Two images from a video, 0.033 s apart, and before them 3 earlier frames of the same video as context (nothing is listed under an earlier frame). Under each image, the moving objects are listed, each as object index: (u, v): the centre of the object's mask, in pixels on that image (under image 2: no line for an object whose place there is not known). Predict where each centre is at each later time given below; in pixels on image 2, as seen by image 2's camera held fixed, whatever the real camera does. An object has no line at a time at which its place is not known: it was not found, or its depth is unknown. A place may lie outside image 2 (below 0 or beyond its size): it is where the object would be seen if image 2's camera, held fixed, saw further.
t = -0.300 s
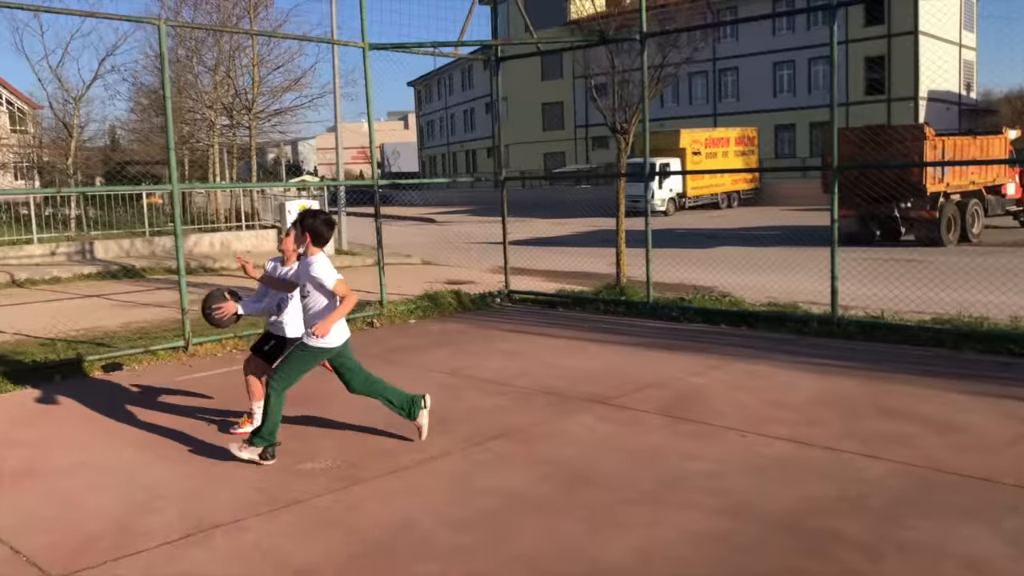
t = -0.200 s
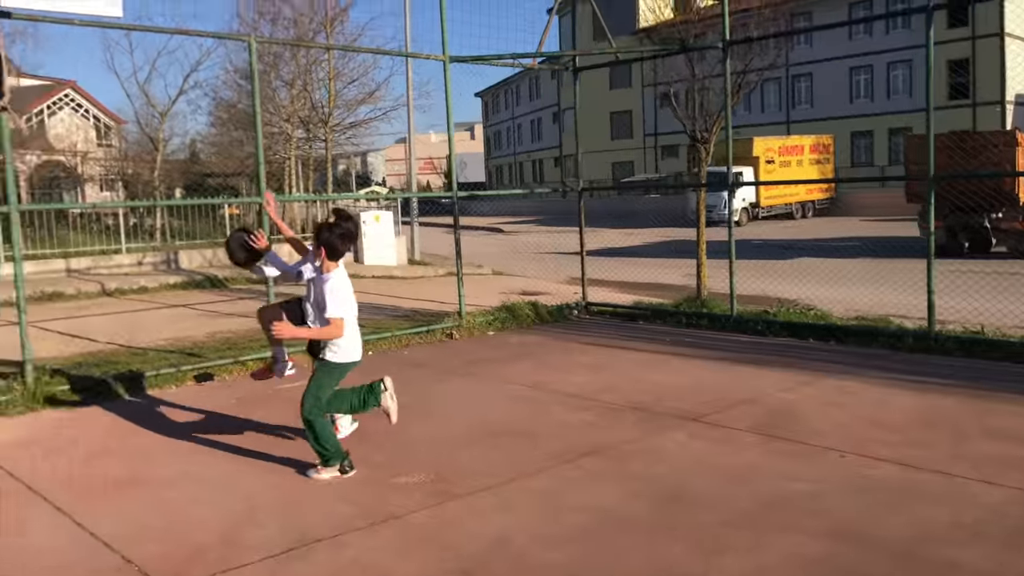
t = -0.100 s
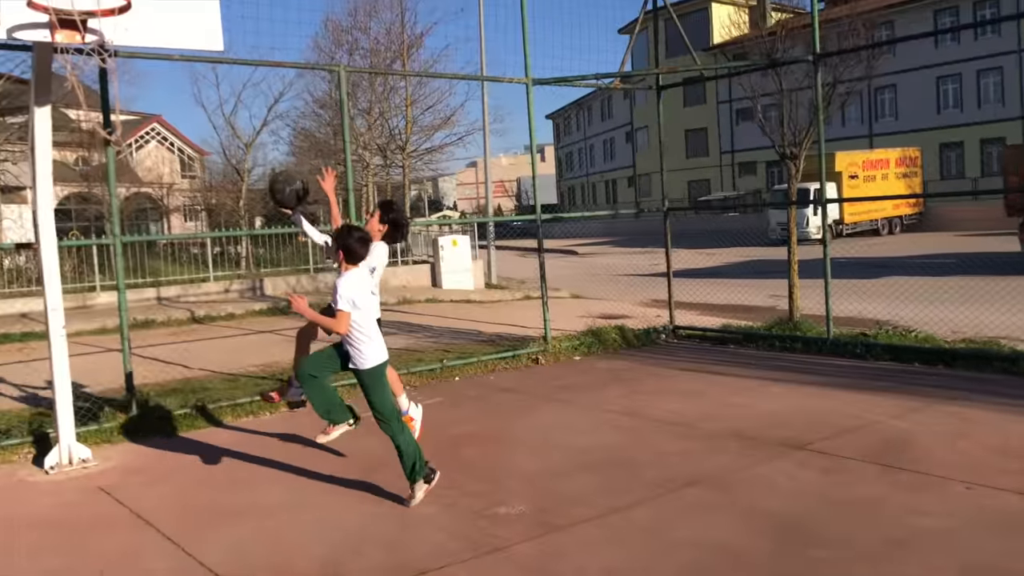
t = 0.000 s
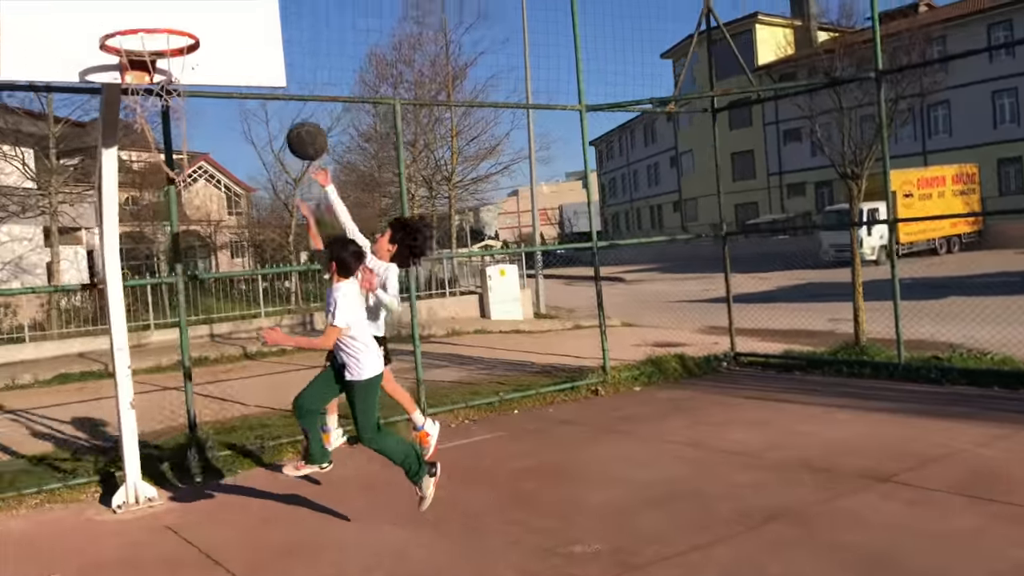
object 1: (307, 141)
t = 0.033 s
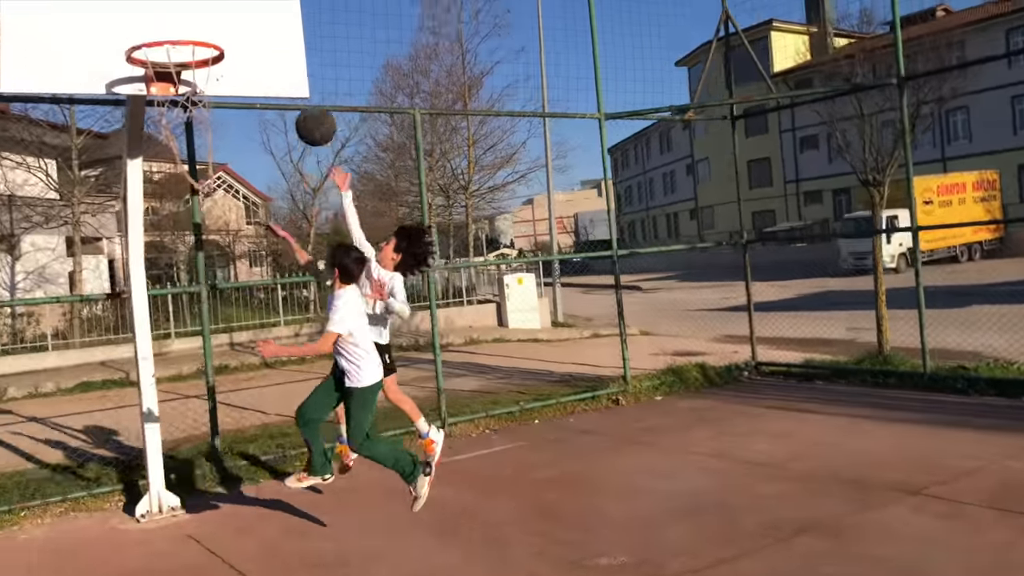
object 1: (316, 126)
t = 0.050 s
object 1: (308, 114)
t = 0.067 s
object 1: (302, 103)
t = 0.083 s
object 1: (295, 92)
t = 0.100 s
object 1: (288, 82)
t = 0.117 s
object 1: (283, 74)
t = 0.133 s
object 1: (275, 64)
